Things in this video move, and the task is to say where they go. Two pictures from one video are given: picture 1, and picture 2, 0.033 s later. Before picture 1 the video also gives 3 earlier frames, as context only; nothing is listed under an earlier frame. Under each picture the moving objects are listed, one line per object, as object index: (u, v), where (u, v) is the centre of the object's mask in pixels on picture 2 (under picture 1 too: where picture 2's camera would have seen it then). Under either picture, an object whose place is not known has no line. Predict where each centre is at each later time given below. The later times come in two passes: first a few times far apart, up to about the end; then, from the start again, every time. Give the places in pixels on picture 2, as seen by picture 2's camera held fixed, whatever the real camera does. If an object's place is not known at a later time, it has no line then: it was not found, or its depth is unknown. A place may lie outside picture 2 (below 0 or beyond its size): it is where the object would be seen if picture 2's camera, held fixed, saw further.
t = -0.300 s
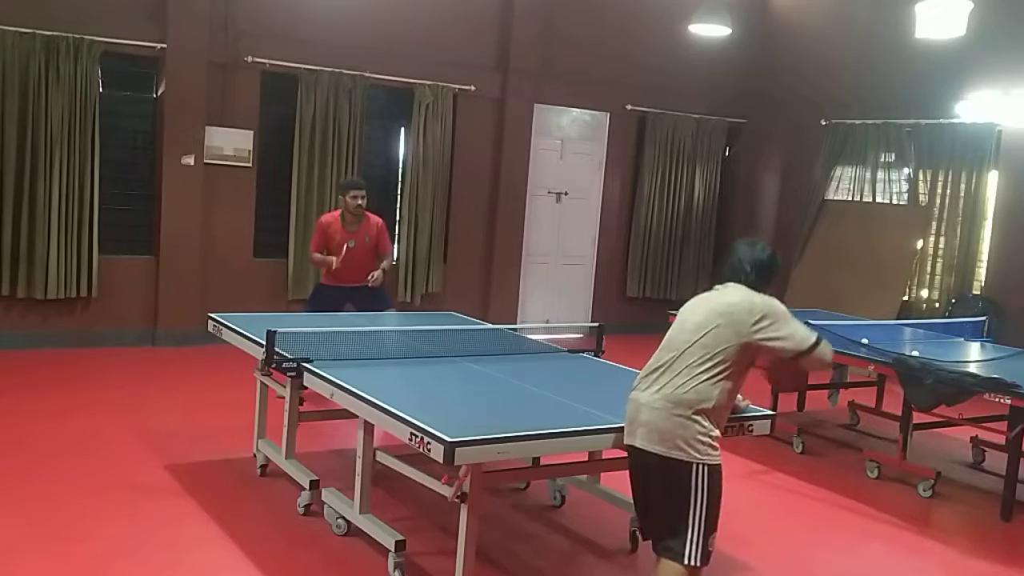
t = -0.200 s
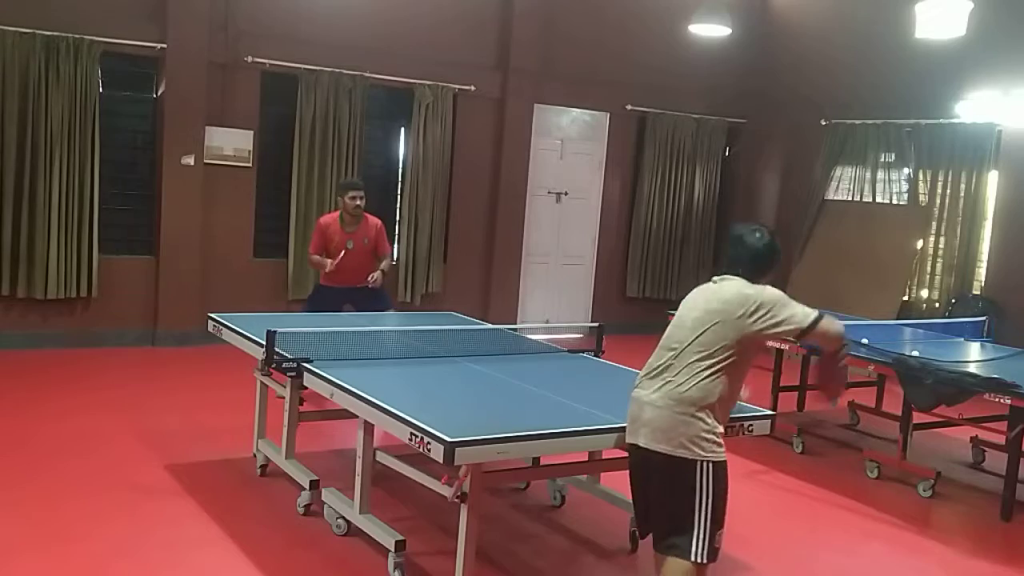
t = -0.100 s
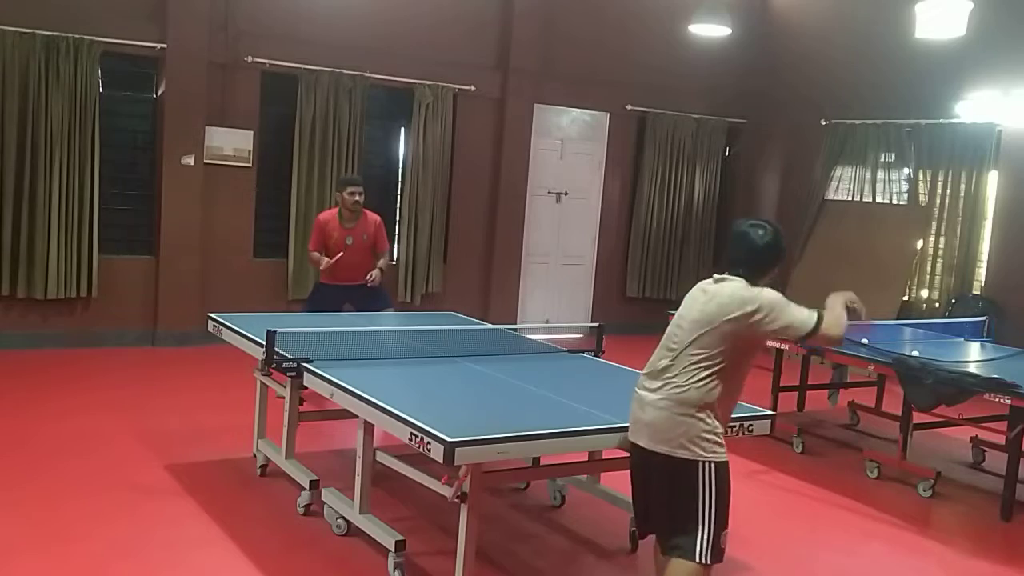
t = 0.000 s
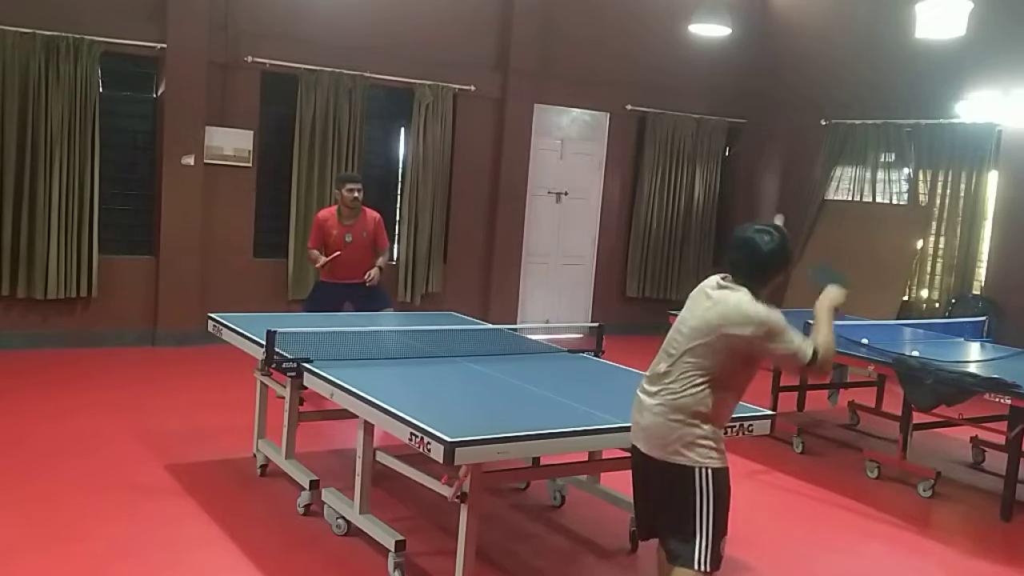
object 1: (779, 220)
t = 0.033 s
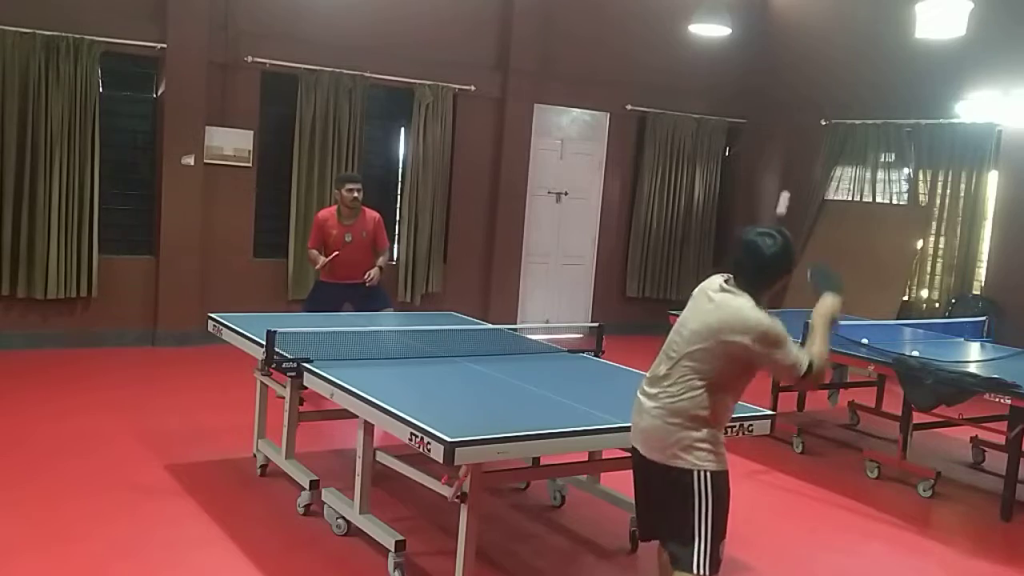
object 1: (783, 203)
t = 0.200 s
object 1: (809, 121)
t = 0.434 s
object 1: (834, 129)
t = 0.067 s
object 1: (788, 181)
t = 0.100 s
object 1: (794, 162)
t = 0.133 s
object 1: (799, 145)
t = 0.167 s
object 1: (804, 132)
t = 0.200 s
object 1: (809, 121)
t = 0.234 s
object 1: (814, 113)
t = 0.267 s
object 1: (818, 108)
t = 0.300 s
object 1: (822, 107)
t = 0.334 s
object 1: (826, 108)
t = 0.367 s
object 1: (829, 111)
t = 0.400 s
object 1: (832, 119)
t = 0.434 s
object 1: (834, 129)
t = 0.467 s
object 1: (837, 142)
